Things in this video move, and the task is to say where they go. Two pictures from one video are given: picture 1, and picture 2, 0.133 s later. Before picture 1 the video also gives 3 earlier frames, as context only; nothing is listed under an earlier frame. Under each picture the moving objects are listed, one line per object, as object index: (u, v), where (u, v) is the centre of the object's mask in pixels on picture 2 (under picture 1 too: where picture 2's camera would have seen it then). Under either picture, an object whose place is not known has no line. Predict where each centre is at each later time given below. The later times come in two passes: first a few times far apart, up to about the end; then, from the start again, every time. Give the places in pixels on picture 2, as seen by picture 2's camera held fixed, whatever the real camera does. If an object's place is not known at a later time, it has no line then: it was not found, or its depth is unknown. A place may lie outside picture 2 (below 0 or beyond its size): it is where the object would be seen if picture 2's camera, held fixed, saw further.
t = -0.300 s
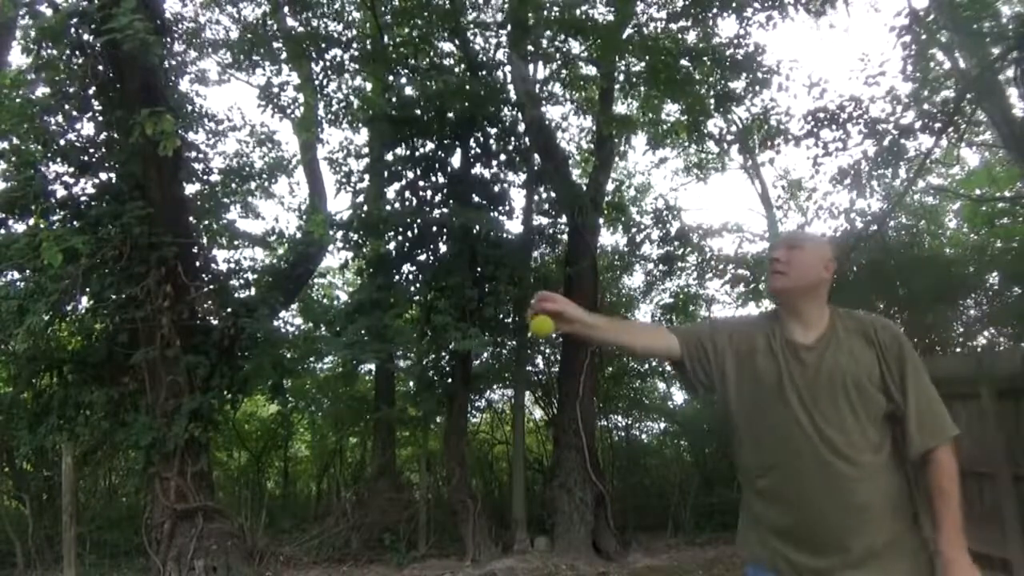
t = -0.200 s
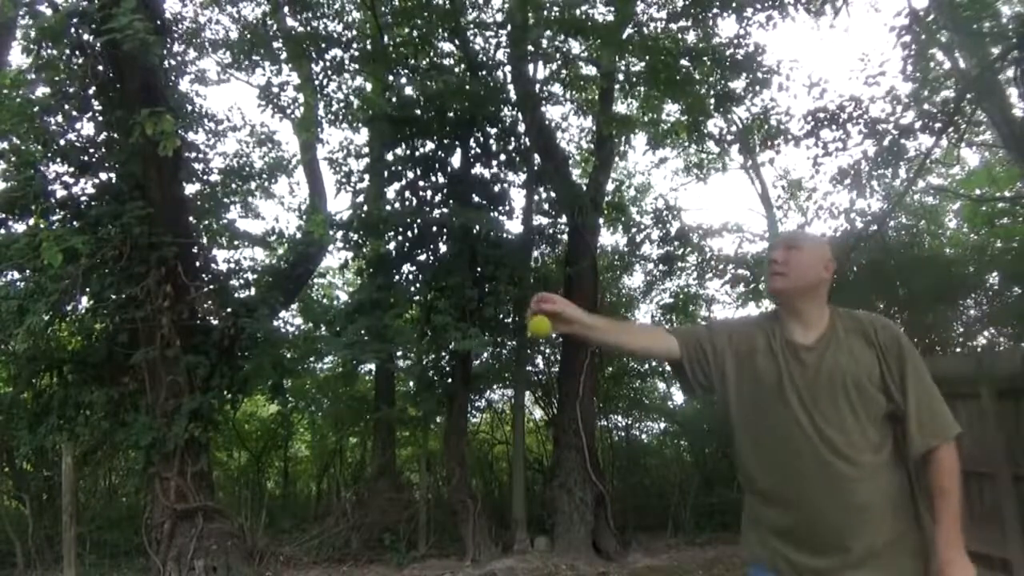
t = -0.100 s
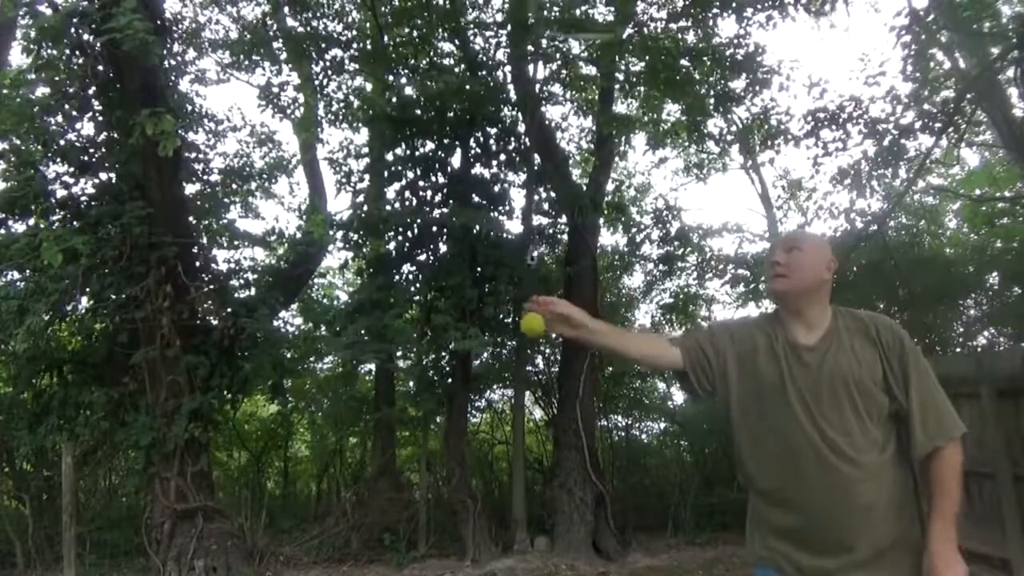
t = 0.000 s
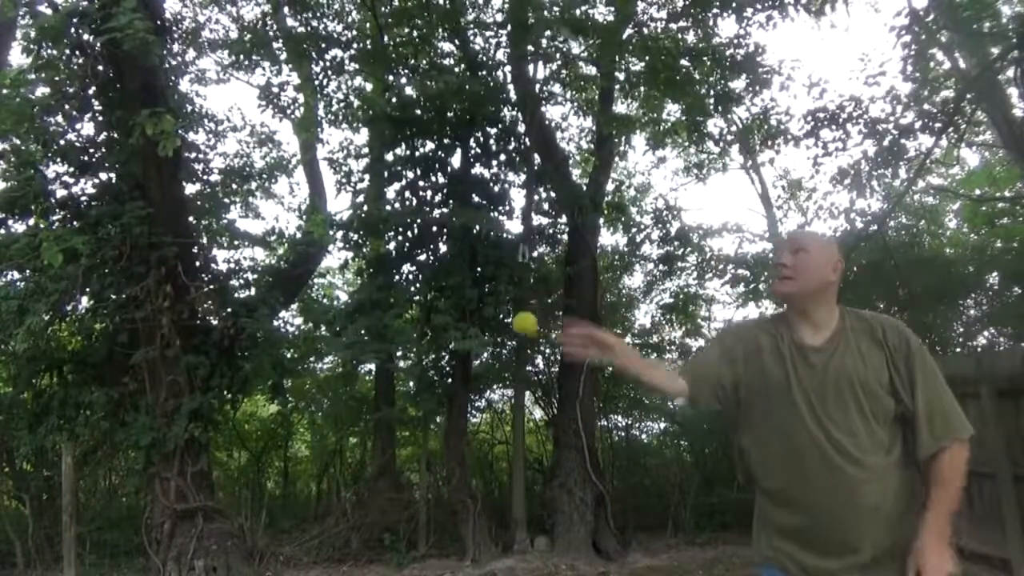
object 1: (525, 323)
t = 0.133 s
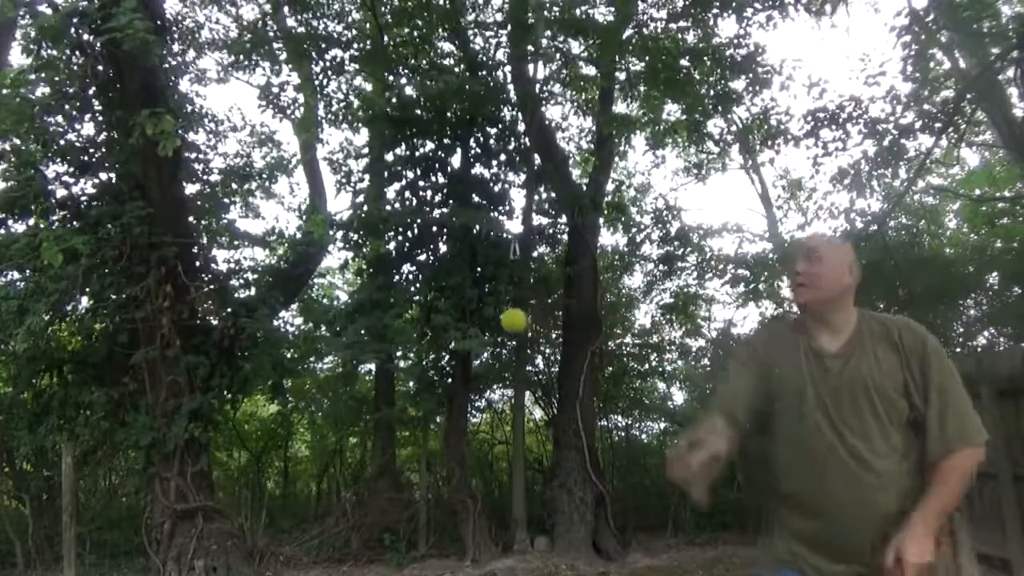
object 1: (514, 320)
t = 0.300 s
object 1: (500, 315)
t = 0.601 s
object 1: (487, 303)
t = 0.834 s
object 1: (495, 302)
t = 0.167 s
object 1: (511, 319)
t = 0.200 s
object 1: (508, 318)
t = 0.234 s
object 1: (505, 317)
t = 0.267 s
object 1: (503, 316)
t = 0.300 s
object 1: (500, 315)
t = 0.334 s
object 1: (498, 313)
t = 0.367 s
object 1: (495, 312)
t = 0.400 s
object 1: (493, 310)
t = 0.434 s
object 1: (491, 309)
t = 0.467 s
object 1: (489, 307)
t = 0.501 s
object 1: (488, 306)
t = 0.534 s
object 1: (488, 305)
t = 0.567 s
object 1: (487, 304)
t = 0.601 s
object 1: (487, 303)
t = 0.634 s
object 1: (487, 303)
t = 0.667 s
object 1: (488, 302)
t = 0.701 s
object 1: (488, 302)
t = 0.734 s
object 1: (490, 302)
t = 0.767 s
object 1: (491, 302)
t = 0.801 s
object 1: (494, 302)
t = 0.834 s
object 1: (495, 302)
